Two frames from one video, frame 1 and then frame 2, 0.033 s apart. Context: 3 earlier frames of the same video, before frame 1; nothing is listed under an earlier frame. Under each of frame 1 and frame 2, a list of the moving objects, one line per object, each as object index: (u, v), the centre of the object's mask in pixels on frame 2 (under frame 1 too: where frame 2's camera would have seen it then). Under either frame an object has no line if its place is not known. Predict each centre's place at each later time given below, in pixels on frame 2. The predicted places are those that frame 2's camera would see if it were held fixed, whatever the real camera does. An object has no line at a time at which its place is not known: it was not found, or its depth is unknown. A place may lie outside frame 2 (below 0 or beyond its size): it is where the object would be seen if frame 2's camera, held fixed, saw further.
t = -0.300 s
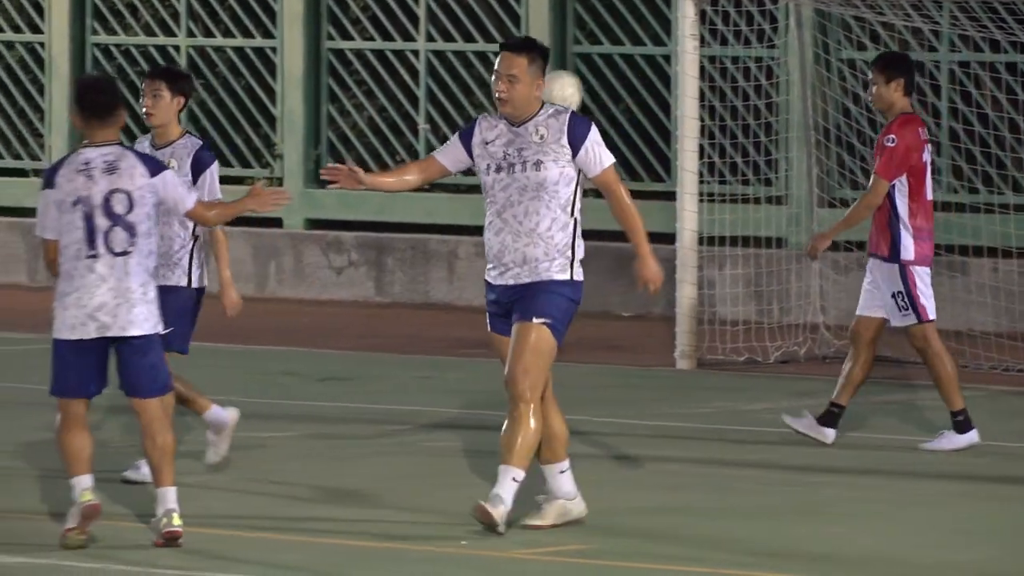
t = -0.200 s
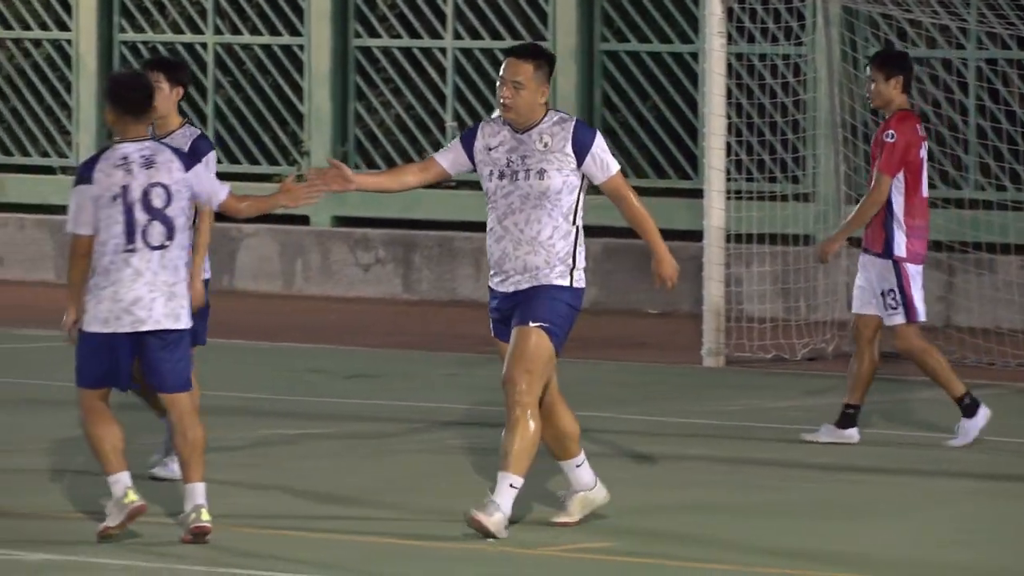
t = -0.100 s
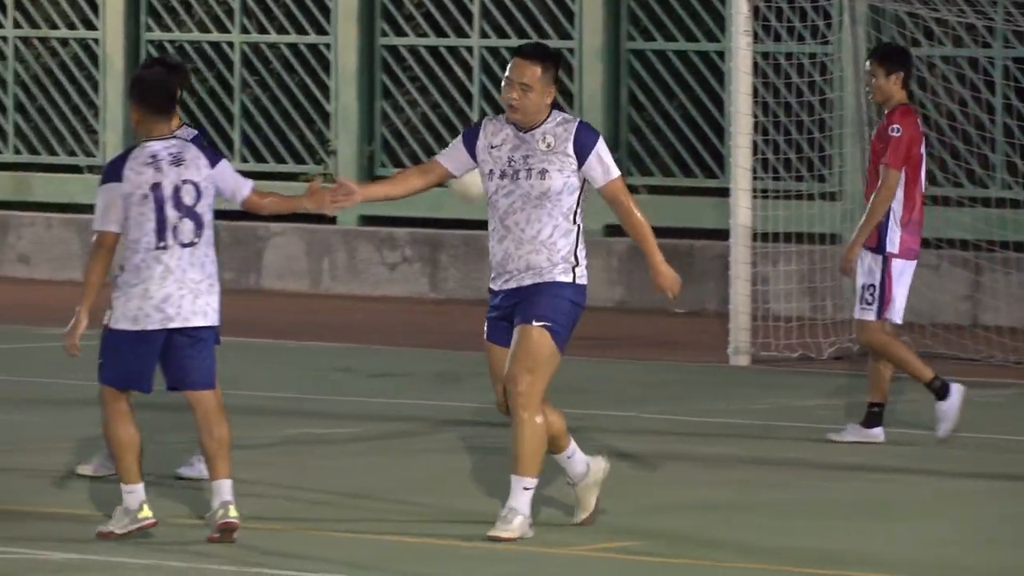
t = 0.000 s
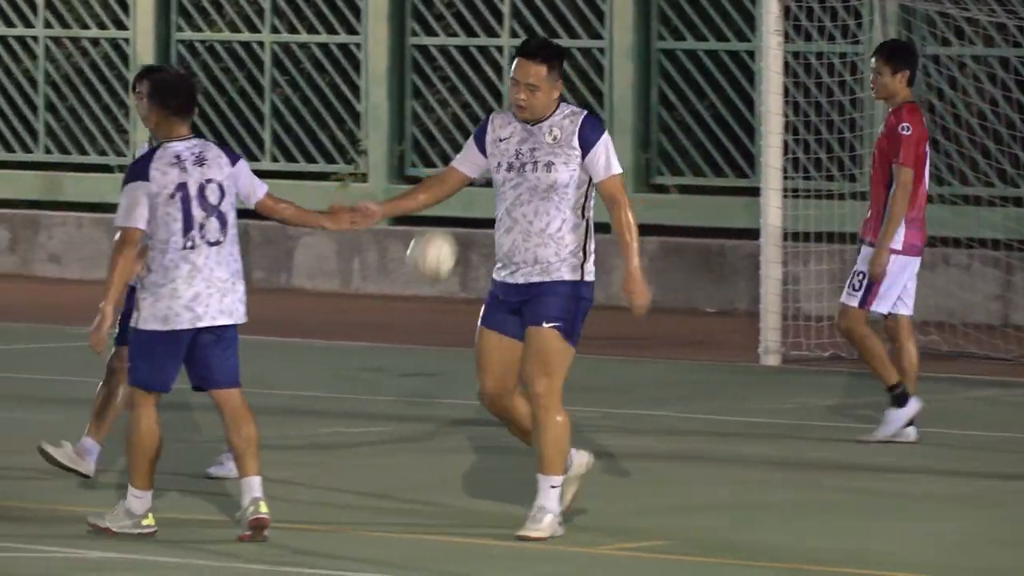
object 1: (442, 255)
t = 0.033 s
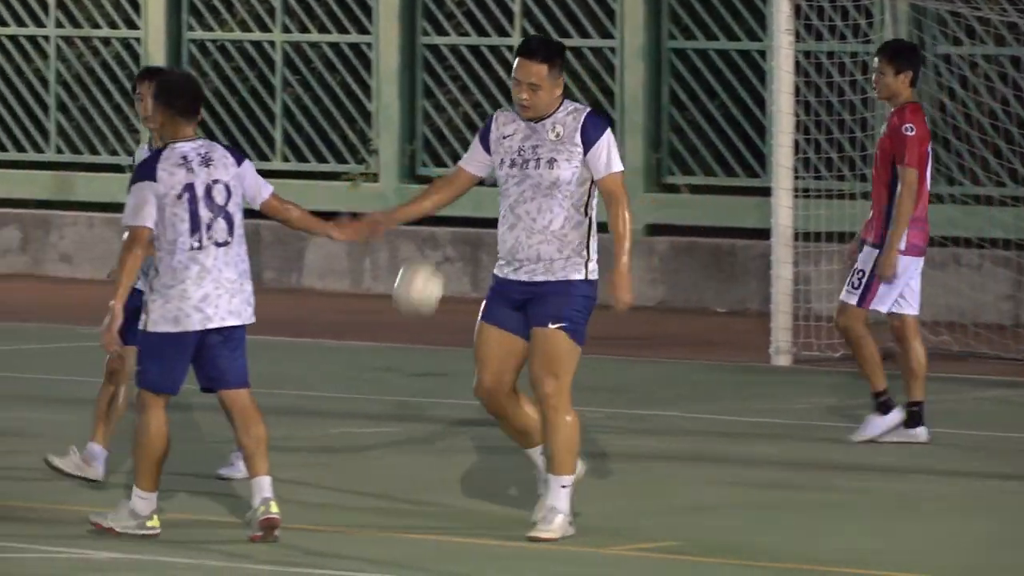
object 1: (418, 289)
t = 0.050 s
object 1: (409, 306)
